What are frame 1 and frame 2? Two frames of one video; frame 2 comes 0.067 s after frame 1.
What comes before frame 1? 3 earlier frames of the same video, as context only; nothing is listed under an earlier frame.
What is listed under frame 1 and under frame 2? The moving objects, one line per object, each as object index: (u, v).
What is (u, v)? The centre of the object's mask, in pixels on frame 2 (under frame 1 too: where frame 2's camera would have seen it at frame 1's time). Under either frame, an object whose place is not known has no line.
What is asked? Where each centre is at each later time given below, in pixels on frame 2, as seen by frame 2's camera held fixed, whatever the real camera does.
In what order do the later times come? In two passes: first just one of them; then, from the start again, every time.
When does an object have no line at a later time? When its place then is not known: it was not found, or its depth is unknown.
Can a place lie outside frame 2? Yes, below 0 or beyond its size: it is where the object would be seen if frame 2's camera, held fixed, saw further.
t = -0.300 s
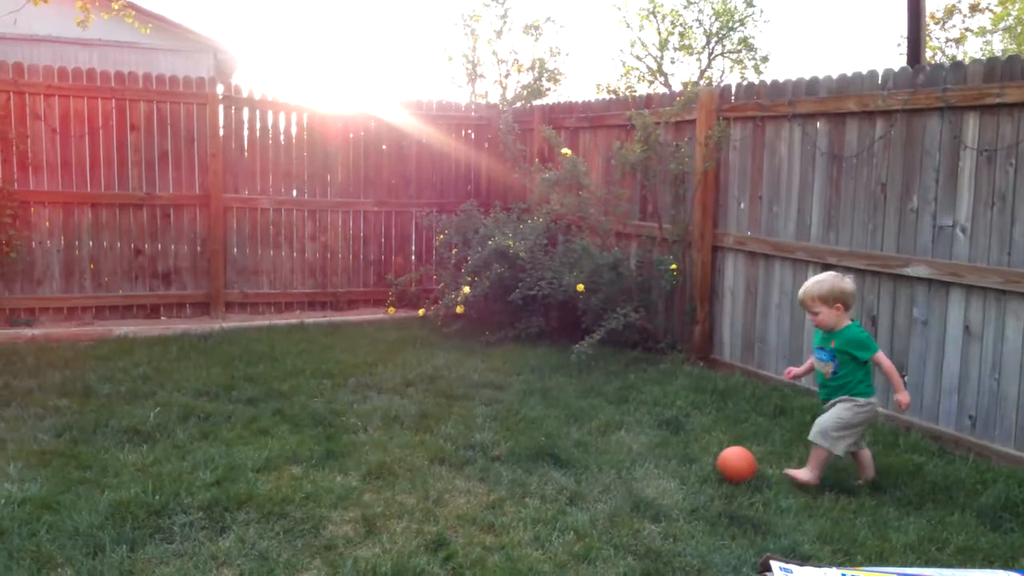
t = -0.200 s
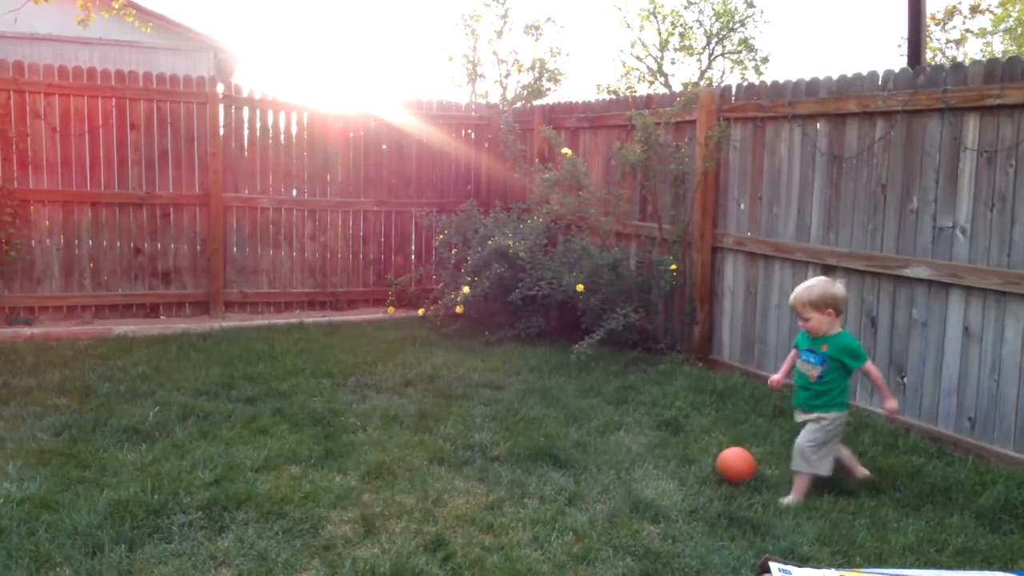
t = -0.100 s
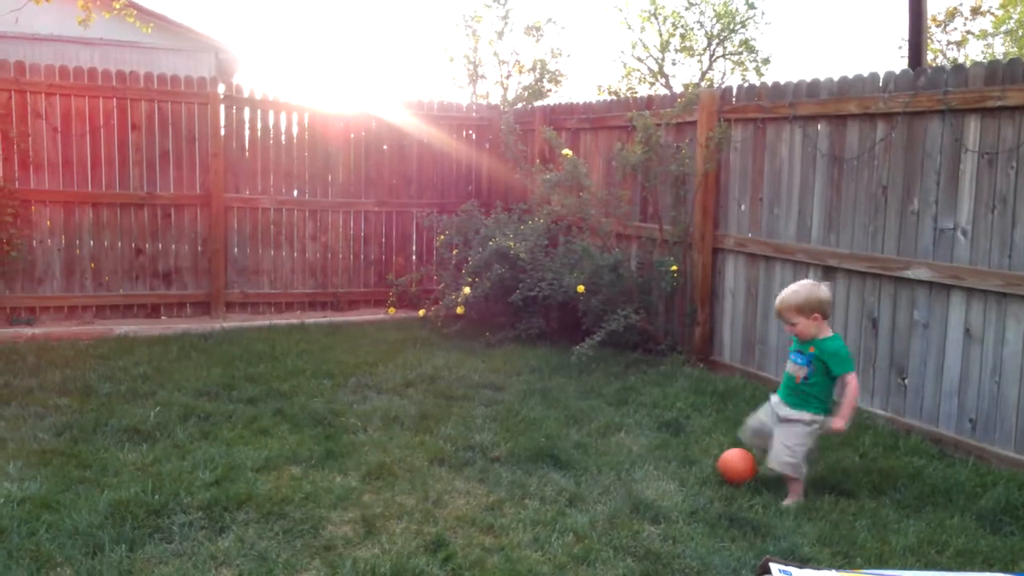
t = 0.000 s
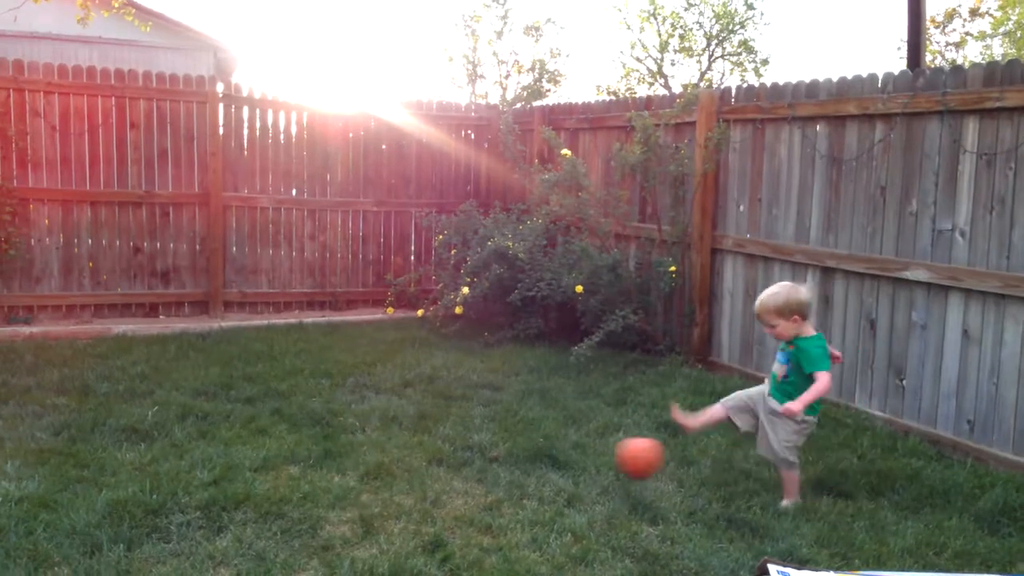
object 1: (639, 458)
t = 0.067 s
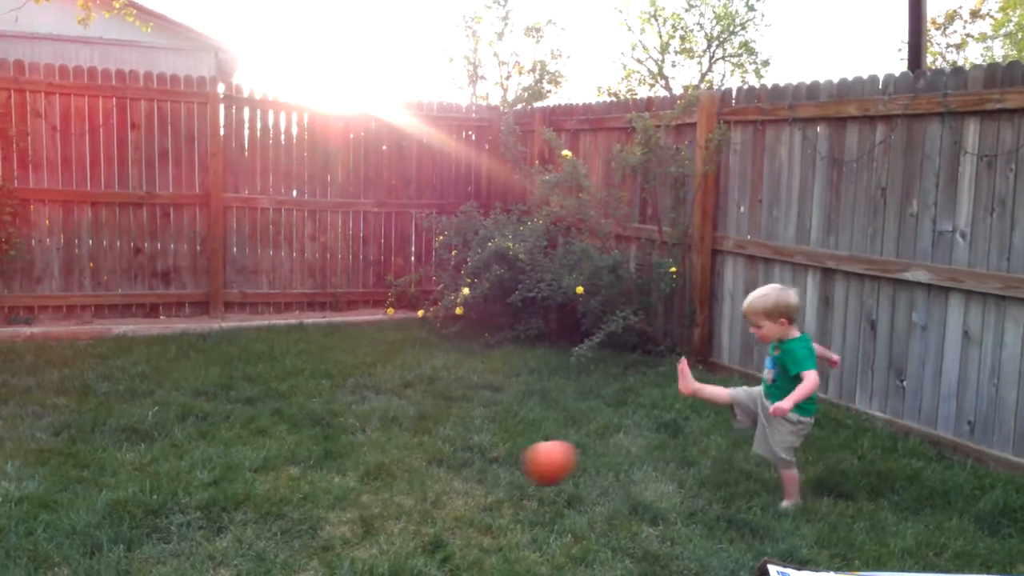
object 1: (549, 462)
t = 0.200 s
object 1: (329, 518)
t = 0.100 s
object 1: (501, 469)
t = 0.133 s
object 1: (447, 480)
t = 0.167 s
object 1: (390, 497)
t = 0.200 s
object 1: (329, 518)
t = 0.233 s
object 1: (271, 535)
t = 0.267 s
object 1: (247, 524)
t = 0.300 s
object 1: (224, 512)
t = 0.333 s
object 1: (200, 503)
